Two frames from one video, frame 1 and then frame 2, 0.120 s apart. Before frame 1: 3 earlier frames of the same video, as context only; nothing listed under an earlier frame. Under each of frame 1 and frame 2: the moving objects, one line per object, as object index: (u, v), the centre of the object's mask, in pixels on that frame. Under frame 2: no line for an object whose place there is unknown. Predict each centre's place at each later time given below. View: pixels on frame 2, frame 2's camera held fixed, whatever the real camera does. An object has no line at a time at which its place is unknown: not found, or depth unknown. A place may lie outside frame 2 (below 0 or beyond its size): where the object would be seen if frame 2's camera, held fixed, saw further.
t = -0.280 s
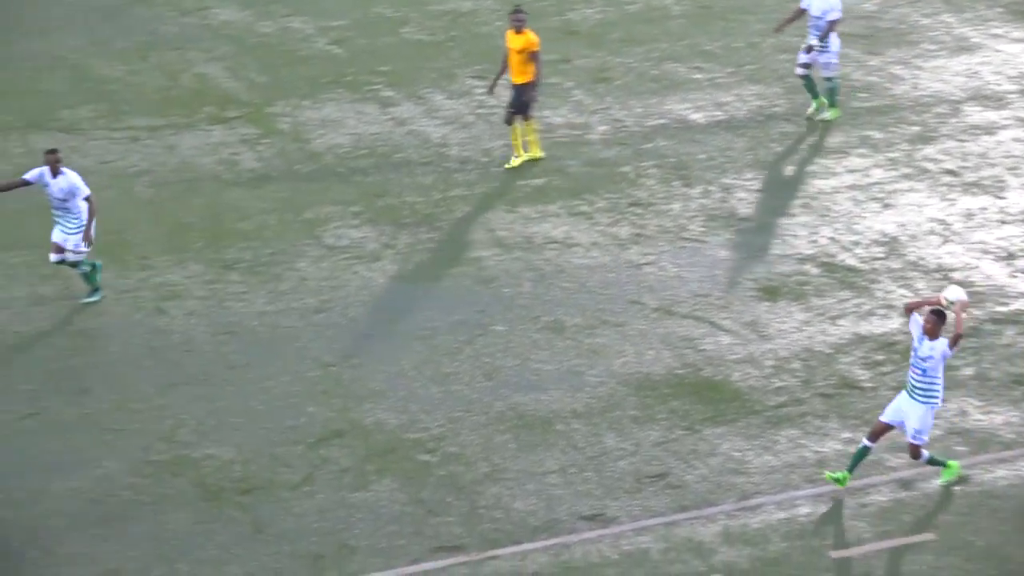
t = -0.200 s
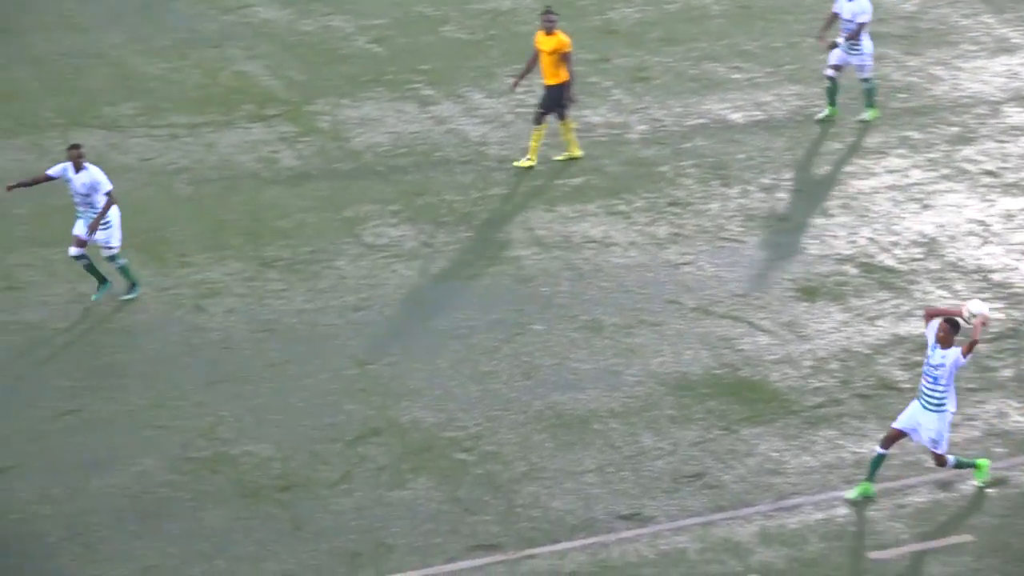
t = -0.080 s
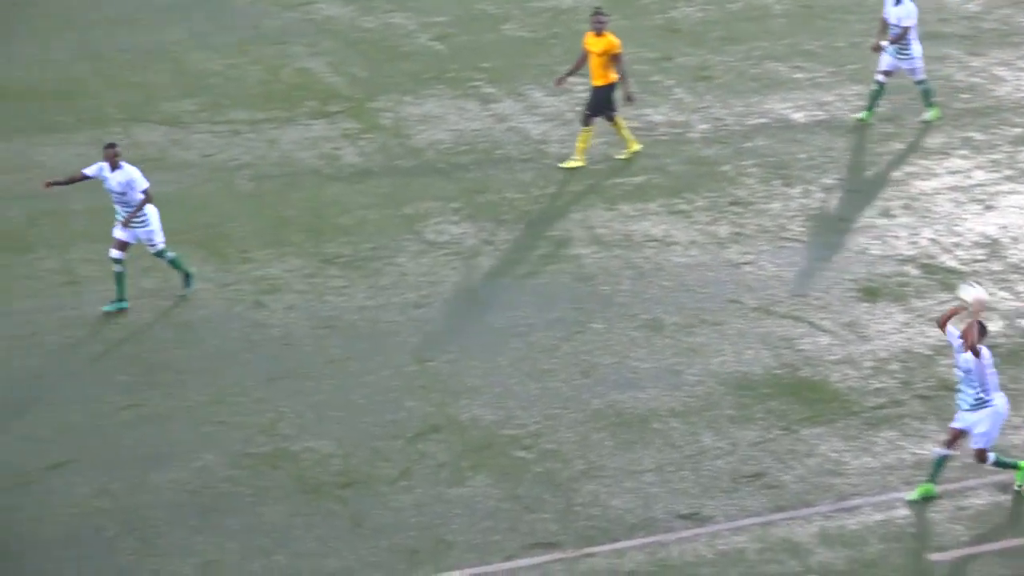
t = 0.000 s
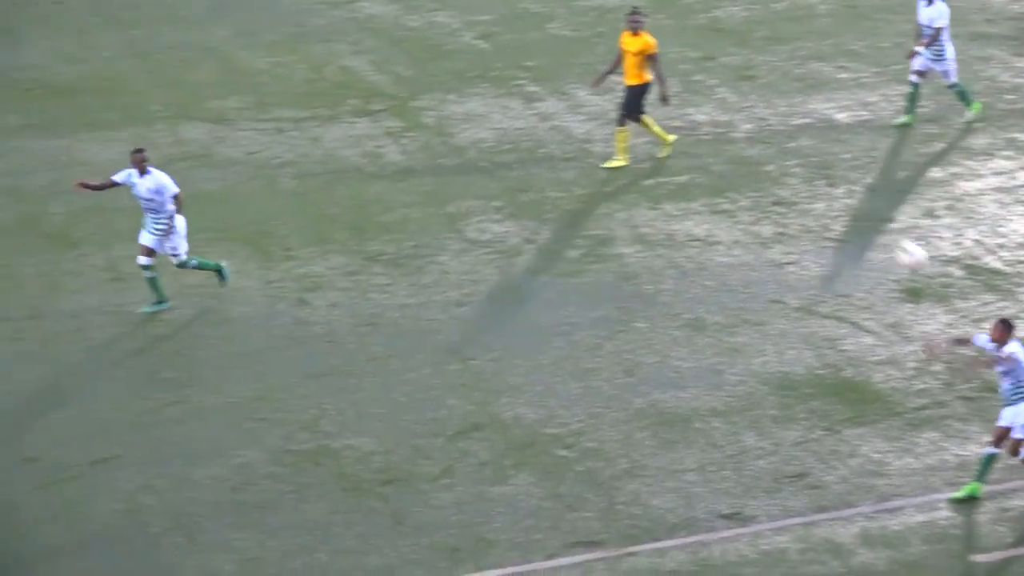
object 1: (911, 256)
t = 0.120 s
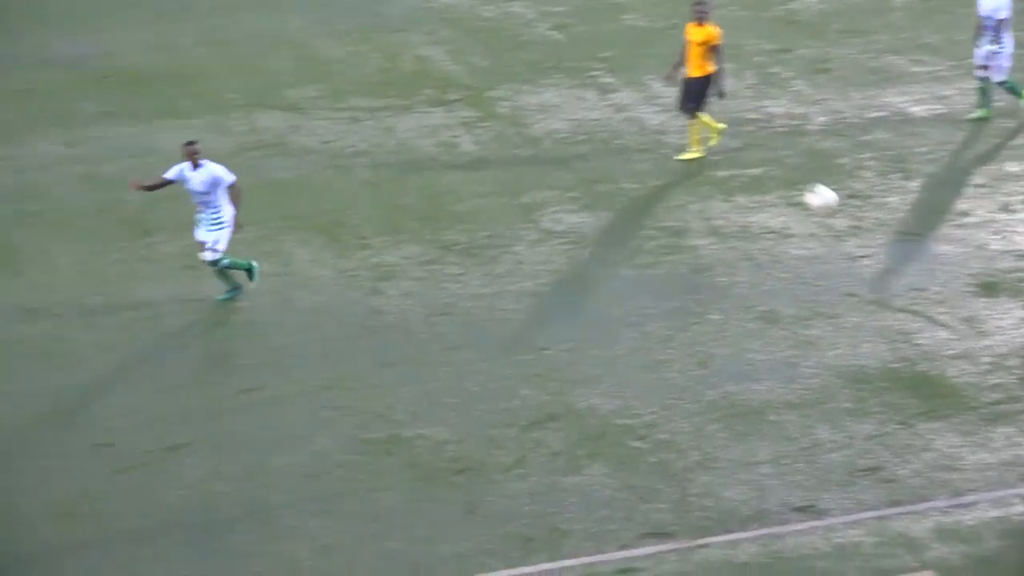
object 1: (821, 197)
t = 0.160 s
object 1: (765, 185)
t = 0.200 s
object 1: (708, 175)
